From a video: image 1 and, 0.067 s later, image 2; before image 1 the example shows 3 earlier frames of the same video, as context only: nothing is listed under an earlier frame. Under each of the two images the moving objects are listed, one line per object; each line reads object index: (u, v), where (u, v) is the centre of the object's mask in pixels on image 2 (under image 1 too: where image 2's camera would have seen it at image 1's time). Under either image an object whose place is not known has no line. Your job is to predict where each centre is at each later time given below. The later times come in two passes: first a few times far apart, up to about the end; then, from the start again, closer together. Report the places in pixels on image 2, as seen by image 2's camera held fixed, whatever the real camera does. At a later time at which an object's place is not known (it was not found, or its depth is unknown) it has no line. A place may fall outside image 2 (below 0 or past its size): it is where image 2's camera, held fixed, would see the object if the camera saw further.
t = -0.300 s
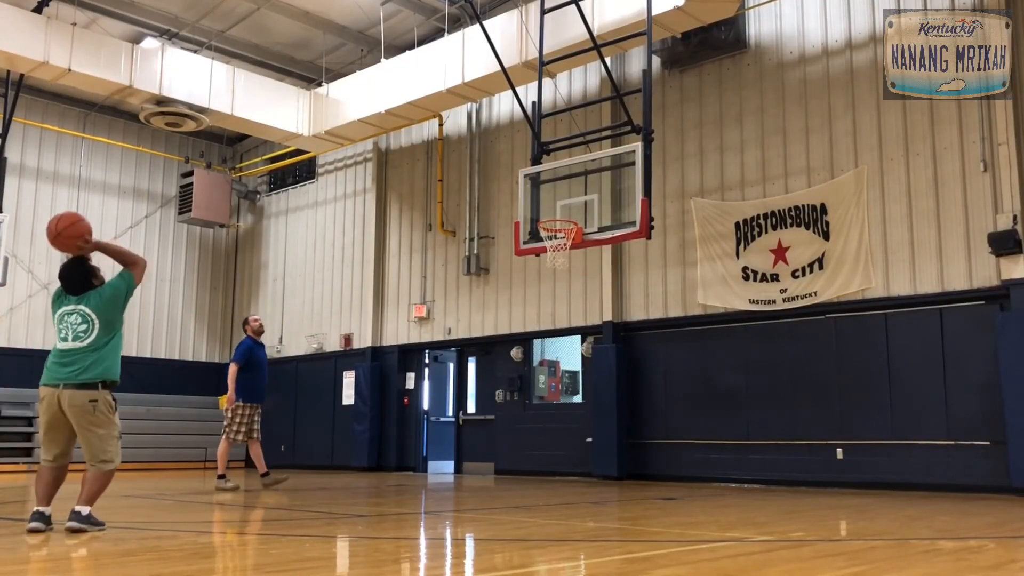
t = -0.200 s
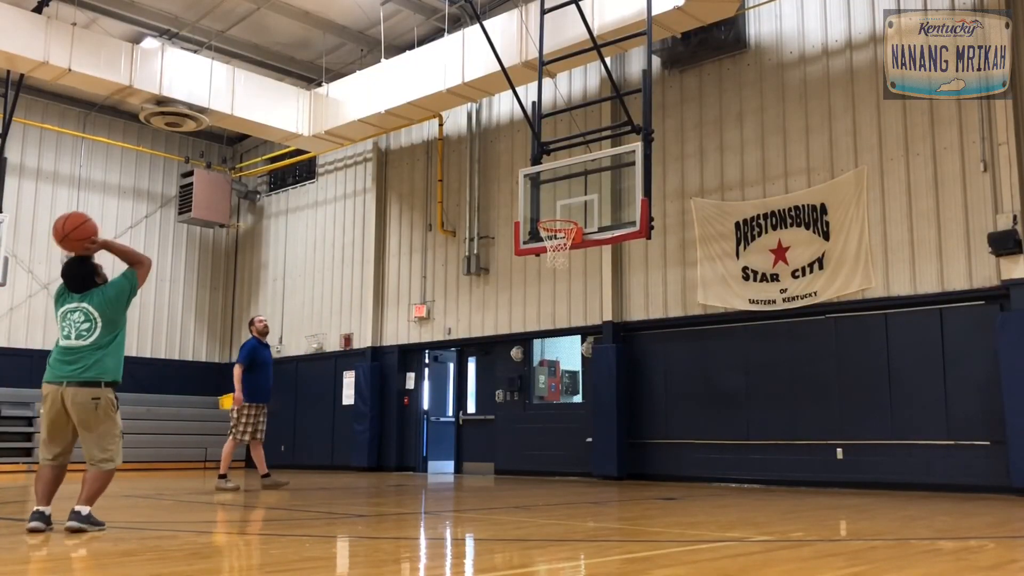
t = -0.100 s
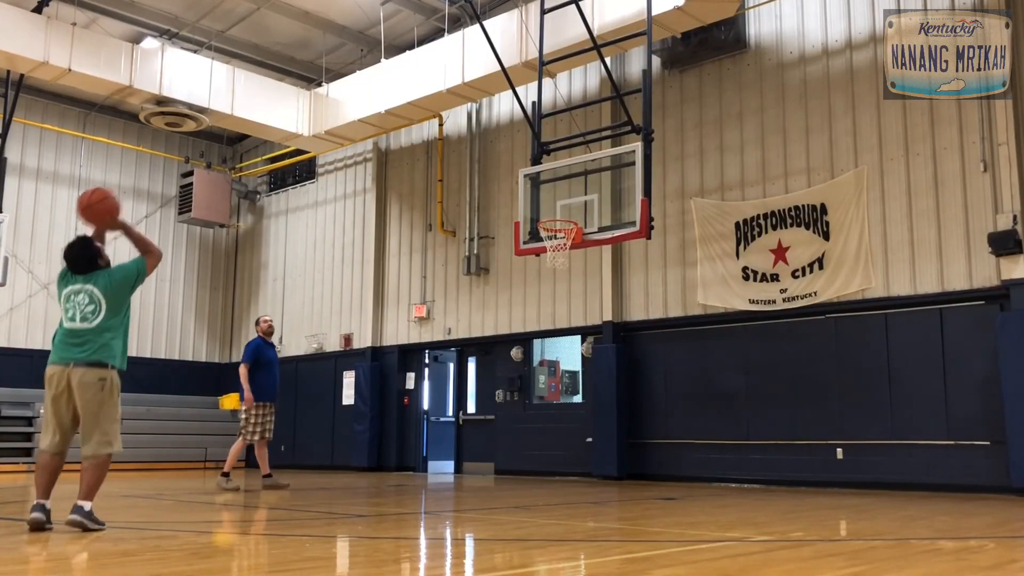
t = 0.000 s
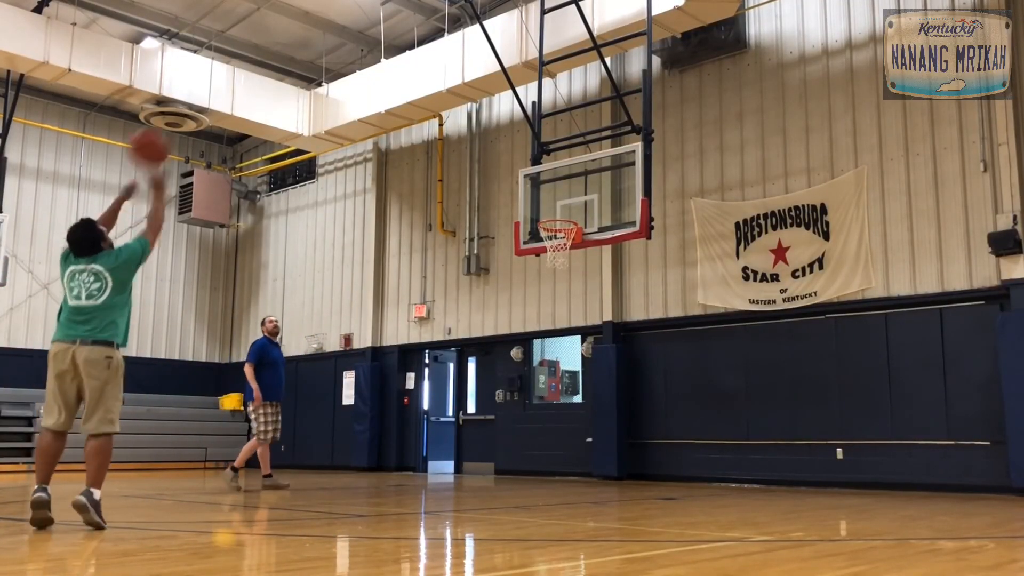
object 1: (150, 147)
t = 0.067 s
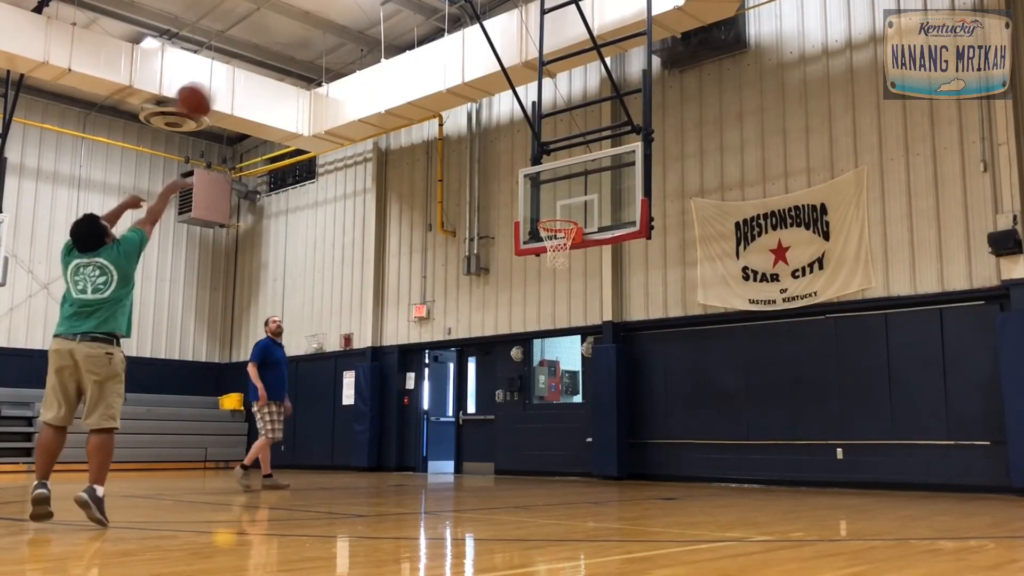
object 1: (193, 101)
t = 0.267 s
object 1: (299, 22)
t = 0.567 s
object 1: (408, 12)
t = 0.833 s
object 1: (478, 70)
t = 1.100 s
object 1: (532, 173)
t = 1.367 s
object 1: (555, 234)
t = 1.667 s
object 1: (537, 243)
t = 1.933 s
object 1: (554, 299)
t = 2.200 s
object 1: (573, 410)
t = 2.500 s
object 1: (591, 408)
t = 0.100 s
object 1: (214, 82)
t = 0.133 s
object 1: (233, 65)
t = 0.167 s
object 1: (251, 51)
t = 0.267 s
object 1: (299, 22)
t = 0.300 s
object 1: (313, 16)
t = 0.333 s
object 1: (327, 12)
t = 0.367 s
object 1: (340, 10)
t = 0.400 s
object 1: (353, 8)
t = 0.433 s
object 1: (365, 8)
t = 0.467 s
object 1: (376, 8)
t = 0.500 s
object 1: (387, 8)
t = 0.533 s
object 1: (397, 10)
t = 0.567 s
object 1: (408, 12)
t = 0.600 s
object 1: (418, 16)
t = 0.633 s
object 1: (427, 22)
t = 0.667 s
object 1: (437, 27)
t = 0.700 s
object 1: (446, 34)
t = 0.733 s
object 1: (454, 42)
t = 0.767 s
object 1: (462, 50)
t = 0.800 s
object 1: (470, 60)
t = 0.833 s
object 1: (478, 70)
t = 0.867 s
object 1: (486, 81)
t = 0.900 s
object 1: (492, 92)
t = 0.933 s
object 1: (499, 104)
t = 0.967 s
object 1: (506, 118)
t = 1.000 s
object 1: (513, 131)
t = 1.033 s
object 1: (520, 145)
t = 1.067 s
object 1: (526, 159)
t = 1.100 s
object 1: (532, 173)
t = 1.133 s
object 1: (538, 188)
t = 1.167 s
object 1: (544, 204)
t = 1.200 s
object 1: (549, 218)
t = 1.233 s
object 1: (554, 228)
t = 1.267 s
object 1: (566, 230)
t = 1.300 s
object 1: (564, 231)
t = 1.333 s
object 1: (560, 232)
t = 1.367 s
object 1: (555, 234)
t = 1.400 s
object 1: (548, 234)
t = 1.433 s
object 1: (545, 233)
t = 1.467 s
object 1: (542, 233)
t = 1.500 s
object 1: (539, 233)
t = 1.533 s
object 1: (538, 234)
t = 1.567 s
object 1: (538, 234)
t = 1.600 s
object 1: (536, 237)
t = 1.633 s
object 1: (536, 239)
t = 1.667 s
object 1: (537, 243)
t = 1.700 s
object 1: (537, 247)
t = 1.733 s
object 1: (539, 255)
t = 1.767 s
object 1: (541, 262)
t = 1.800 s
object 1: (544, 265)
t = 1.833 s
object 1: (547, 272)
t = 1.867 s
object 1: (549, 280)
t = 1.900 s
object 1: (552, 289)
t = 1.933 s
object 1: (554, 299)
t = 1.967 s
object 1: (556, 310)
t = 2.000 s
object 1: (559, 321)
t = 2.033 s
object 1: (562, 333)
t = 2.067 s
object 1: (564, 346)
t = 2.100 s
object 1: (566, 360)
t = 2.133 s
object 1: (570, 376)
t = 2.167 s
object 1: (571, 391)
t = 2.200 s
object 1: (573, 410)
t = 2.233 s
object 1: (576, 426)
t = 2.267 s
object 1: (578, 445)
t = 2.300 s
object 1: (581, 465)
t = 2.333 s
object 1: (583, 475)
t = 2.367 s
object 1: (585, 459)
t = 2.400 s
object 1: (586, 445)
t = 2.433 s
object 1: (588, 432)
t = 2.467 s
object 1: (589, 420)
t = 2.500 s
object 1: (591, 408)
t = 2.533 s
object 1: (592, 398)
